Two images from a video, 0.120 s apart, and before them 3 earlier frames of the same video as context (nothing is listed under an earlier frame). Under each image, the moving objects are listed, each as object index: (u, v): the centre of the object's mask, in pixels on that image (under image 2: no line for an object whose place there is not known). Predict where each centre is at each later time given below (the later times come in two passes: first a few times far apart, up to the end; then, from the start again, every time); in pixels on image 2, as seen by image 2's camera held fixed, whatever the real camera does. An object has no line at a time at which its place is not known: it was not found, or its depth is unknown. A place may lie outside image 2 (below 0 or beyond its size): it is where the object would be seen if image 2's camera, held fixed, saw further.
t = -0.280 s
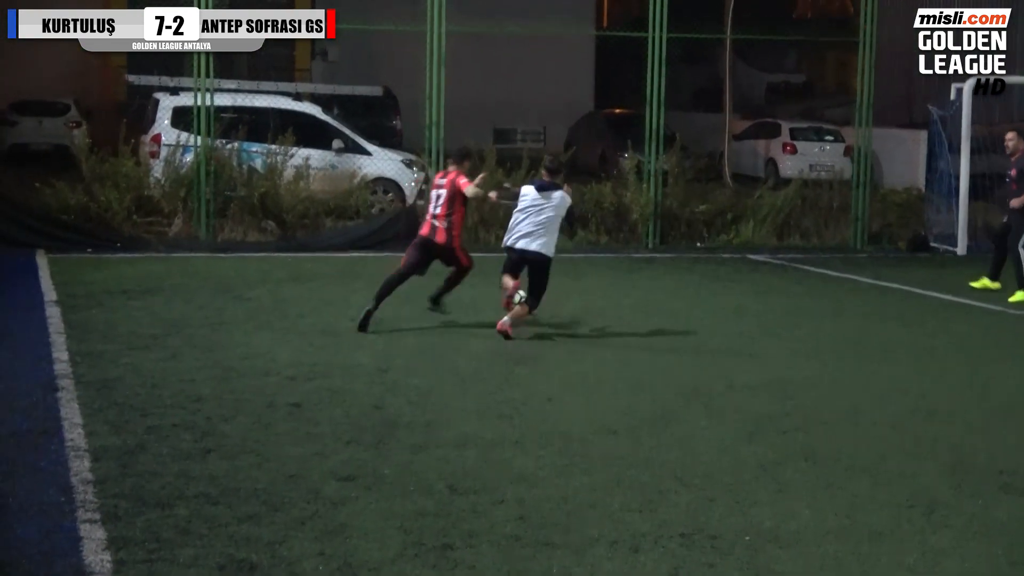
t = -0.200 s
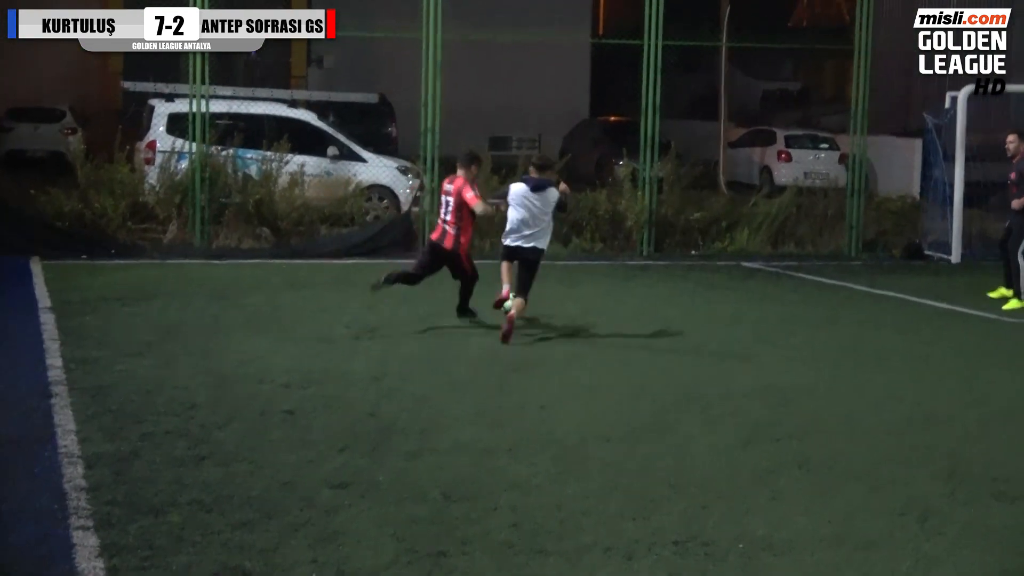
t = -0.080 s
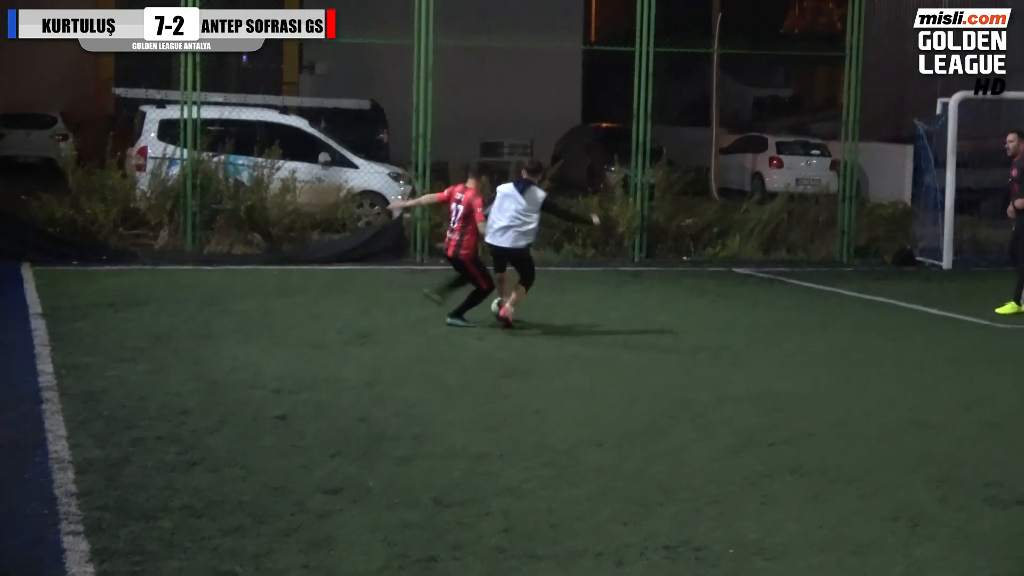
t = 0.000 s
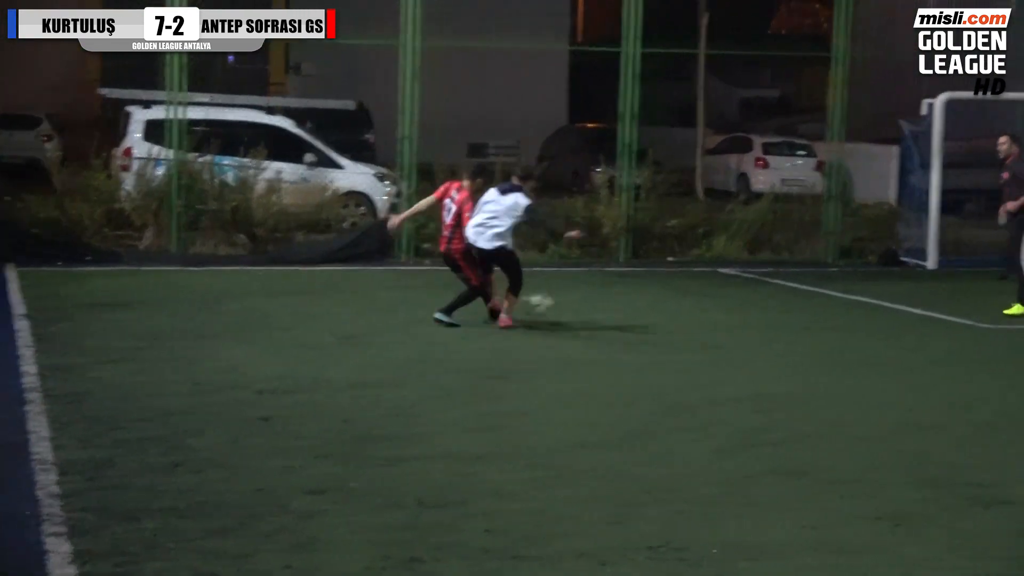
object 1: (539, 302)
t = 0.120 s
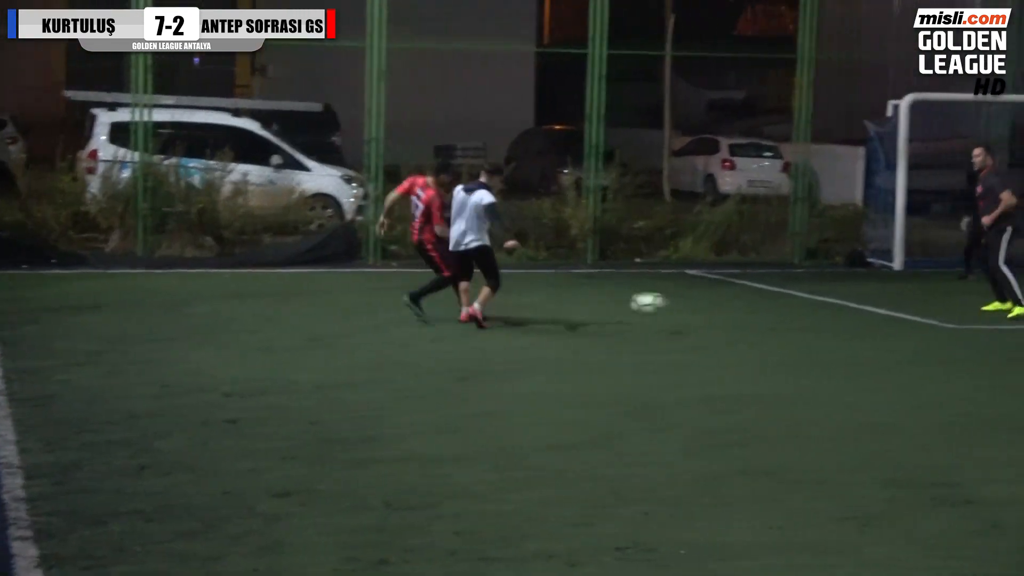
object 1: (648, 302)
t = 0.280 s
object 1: (850, 325)
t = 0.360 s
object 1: (954, 336)
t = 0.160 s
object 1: (698, 306)
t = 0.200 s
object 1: (748, 309)
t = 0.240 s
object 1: (799, 316)
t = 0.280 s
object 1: (850, 325)
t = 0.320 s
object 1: (904, 336)
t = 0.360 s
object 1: (954, 336)
